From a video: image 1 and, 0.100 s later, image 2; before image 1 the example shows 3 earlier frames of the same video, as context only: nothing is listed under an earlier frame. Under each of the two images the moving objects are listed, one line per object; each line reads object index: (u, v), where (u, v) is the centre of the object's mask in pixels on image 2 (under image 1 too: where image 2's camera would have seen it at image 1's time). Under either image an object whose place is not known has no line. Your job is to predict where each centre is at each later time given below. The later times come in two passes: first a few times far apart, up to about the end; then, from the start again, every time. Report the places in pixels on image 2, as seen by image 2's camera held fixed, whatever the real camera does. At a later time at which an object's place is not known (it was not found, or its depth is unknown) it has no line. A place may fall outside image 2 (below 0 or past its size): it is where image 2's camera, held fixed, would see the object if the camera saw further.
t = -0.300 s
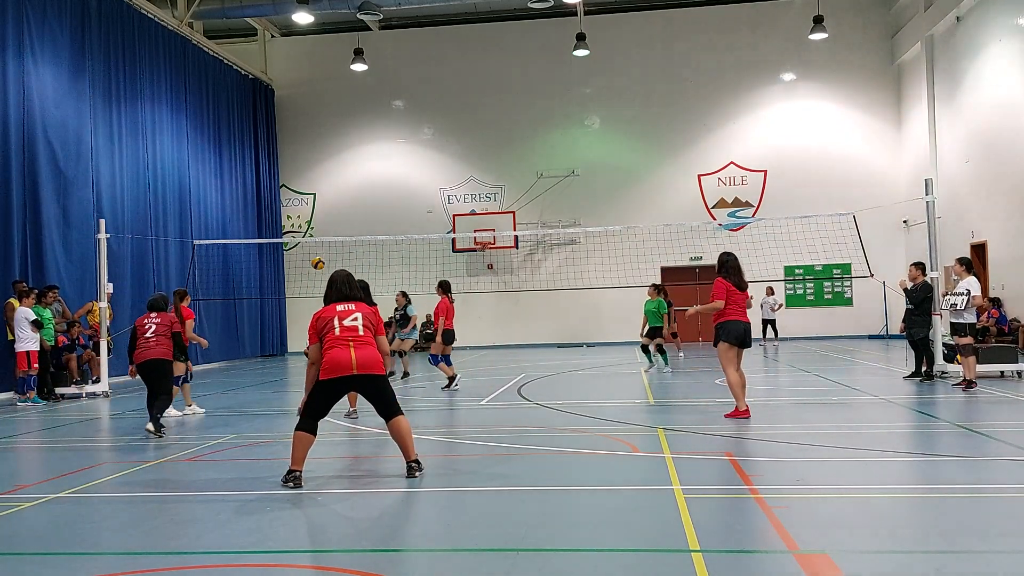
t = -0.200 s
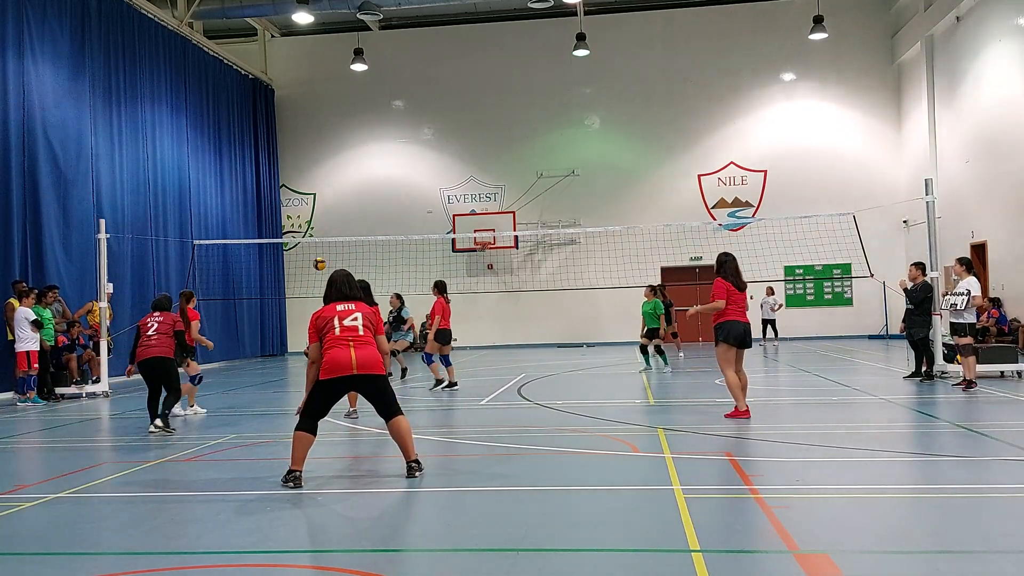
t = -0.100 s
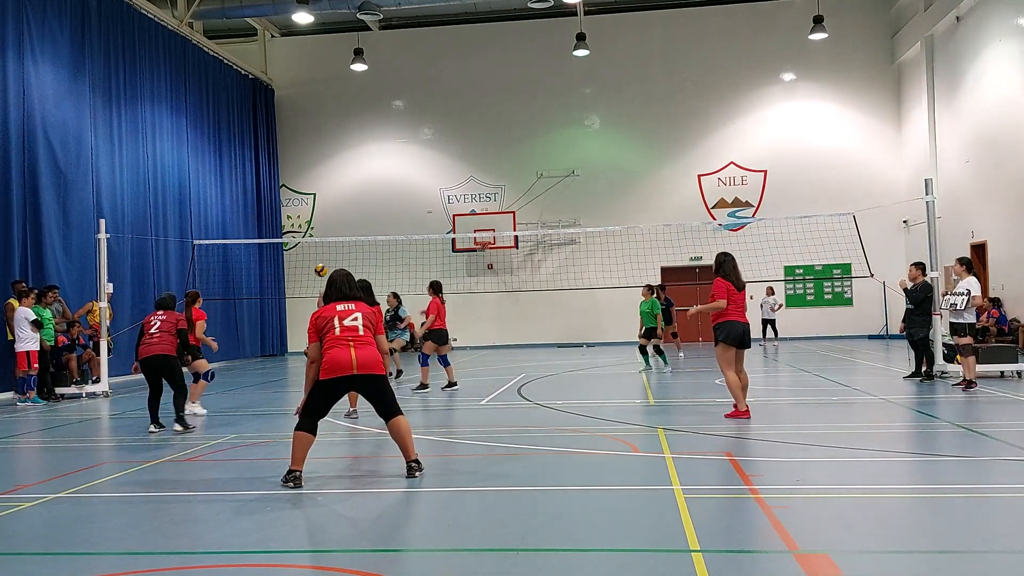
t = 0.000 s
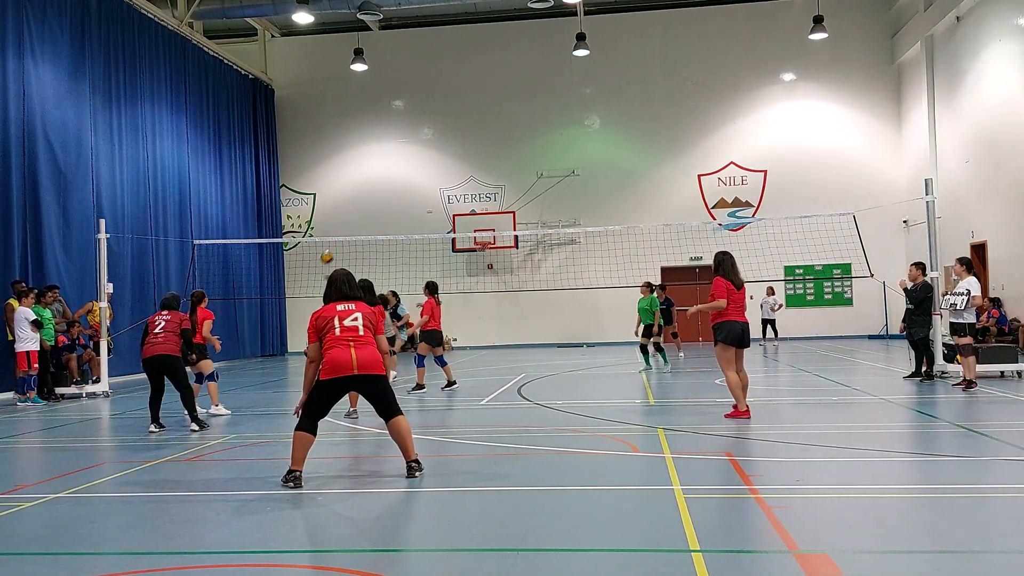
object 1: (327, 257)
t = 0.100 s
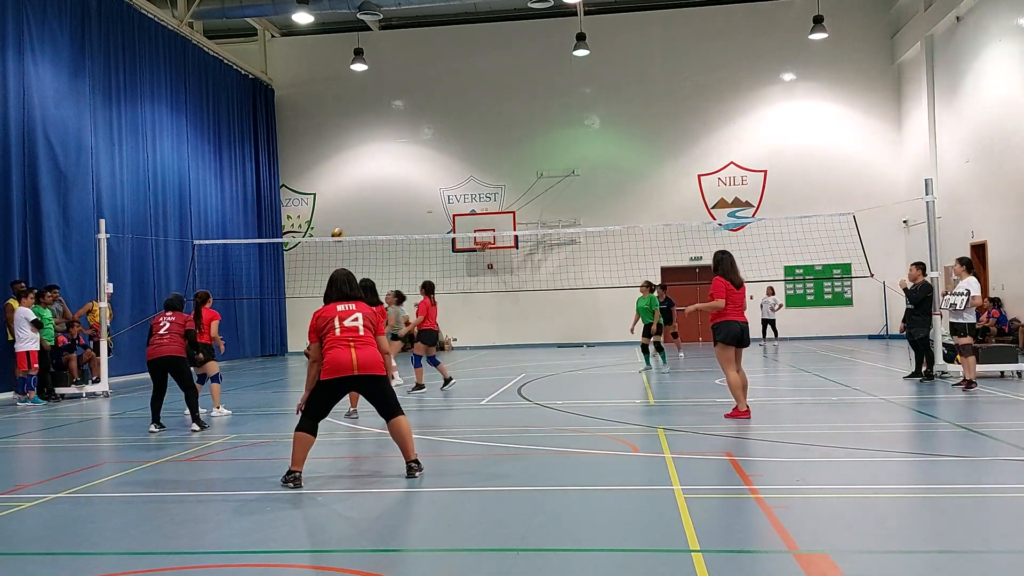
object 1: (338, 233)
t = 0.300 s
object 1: (361, 207)
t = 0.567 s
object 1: (400, 207)
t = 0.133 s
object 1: (341, 229)
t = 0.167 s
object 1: (345, 223)
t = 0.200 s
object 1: (349, 219)
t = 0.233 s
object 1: (353, 214)
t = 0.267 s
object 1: (357, 210)
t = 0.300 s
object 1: (361, 207)
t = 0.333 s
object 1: (366, 205)
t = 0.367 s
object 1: (370, 202)
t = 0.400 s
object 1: (375, 202)
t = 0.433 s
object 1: (380, 201)
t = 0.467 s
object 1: (385, 201)
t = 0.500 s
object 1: (389, 203)
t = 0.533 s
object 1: (394, 204)
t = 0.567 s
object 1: (400, 207)
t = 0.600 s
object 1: (405, 210)
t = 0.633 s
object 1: (411, 215)
